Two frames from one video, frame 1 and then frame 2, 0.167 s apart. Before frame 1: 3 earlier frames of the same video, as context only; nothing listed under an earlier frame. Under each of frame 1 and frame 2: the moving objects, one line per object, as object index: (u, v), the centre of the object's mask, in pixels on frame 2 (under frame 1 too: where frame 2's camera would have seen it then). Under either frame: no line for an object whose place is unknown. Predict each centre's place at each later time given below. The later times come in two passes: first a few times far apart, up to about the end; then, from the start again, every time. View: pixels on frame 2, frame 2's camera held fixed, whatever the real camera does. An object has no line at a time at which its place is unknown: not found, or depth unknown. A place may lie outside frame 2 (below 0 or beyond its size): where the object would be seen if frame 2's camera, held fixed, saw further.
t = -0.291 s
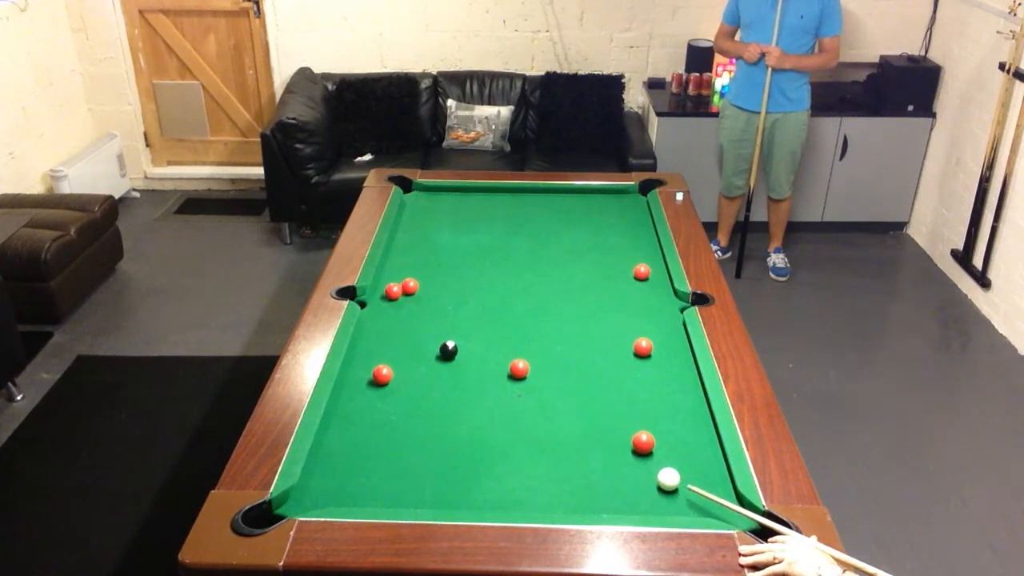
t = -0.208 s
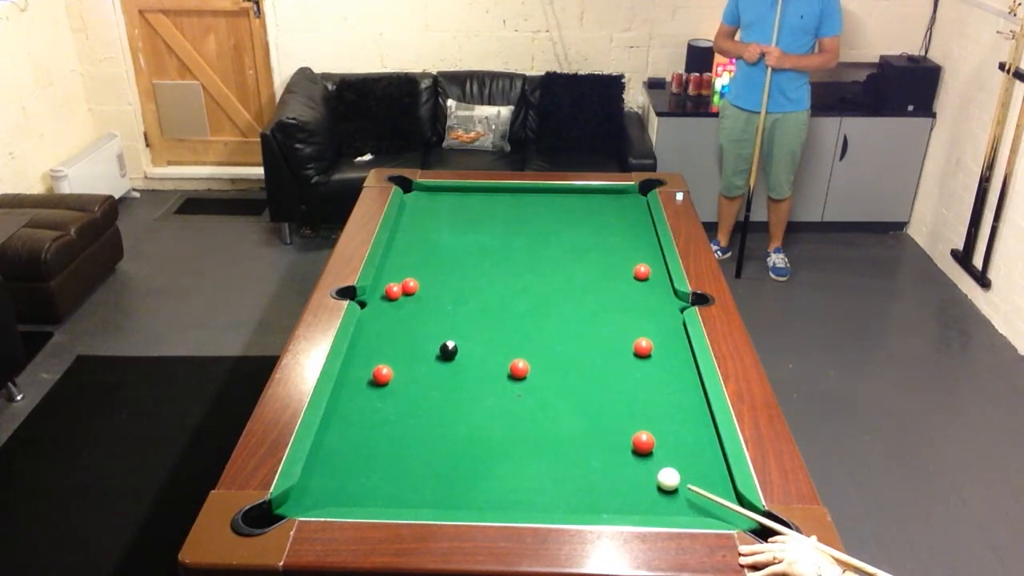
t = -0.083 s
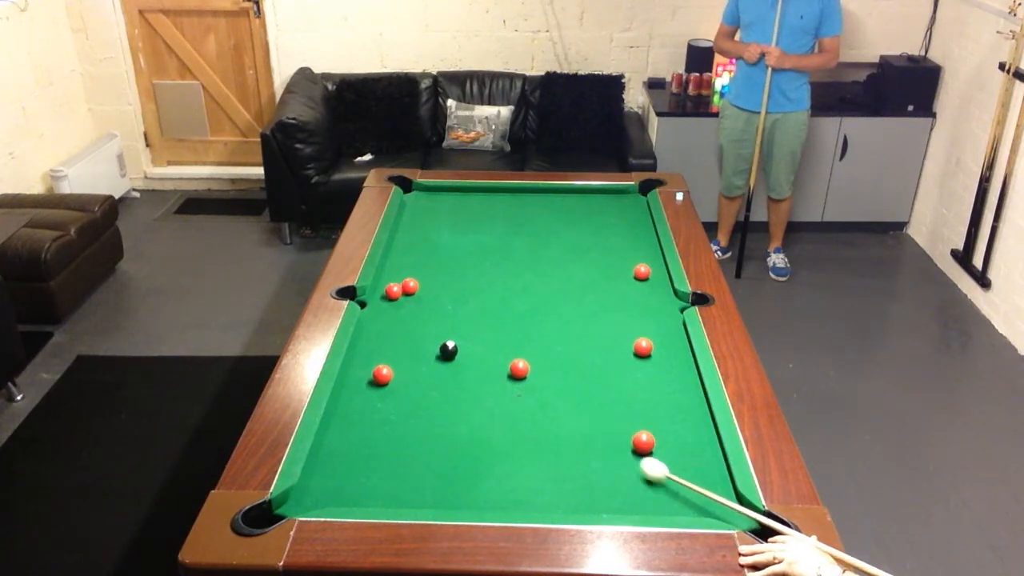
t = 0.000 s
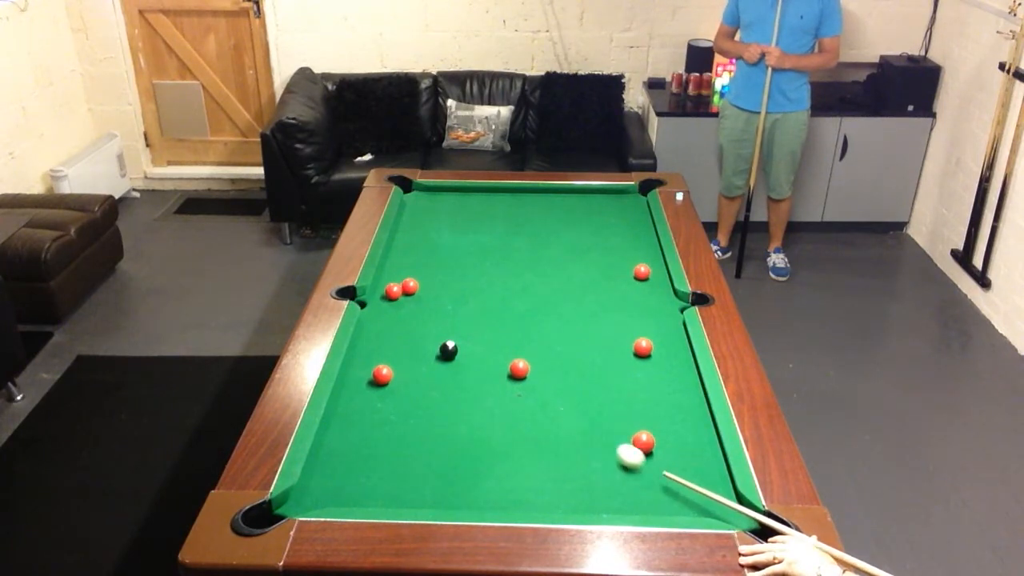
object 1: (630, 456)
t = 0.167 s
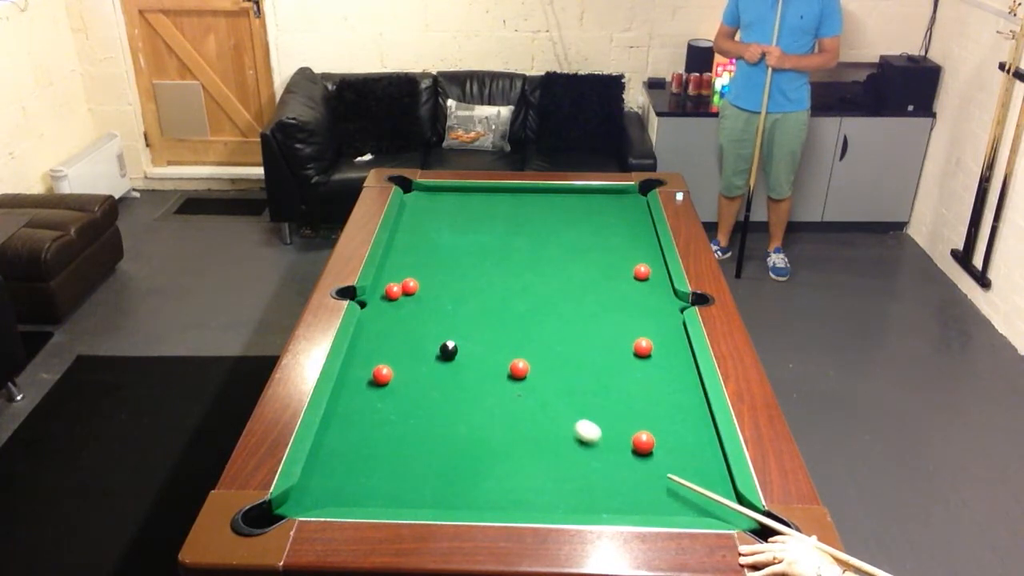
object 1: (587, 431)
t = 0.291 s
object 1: (558, 414)
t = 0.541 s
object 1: (506, 384)
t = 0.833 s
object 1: (460, 358)
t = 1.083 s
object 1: (454, 354)
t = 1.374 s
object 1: (449, 351)
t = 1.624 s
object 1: (446, 349)
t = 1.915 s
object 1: (444, 348)
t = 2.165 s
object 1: (444, 348)
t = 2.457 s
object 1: (445, 347)
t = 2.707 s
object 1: (445, 347)
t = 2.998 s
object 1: (445, 347)
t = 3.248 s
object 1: (445, 347)
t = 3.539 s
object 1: (444, 347)
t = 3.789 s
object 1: (444, 347)
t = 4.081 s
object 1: (445, 347)
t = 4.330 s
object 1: (445, 347)
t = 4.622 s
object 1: (445, 347)
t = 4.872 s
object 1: (445, 347)
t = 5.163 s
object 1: (445, 347)
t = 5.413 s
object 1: (445, 347)
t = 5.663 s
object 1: (445, 347)
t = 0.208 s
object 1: (577, 425)
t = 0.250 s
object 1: (568, 420)
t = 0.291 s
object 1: (558, 414)
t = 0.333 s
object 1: (549, 409)
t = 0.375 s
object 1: (540, 404)
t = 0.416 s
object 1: (531, 398)
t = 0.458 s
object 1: (523, 394)
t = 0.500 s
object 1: (514, 389)
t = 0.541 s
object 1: (506, 384)
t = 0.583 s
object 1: (498, 379)
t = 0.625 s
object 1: (490, 374)
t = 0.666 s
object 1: (482, 370)
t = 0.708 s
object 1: (475, 366)
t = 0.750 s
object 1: (468, 362)
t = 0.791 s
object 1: (462, 358)
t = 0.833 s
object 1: (460, 358)
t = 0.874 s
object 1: (459, 357)
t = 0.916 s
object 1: (458, 356)
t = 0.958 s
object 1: (457, 356)
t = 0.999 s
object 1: (456, 355)
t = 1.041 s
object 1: (455, 354)
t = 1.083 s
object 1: (454, 354)
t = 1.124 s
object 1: (454, 353)
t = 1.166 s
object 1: (453, 353)
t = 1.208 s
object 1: (452, 352)
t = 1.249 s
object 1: (451, 352)
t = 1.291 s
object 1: (450, 351)
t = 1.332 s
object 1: (450, 351)
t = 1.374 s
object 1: (449, 351)
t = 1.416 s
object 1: (448, 350)
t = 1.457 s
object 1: (448, 350)
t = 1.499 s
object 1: (447, 350)
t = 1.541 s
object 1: (447, 349)
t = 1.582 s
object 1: (447, 349)
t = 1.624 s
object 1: (446, 349)
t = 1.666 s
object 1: (446, 349)
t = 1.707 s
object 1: (445, 348)
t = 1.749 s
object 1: (445, 348)
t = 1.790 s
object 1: (445, 348)
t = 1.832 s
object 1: (445, 348)
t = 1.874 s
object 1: (444, 348)
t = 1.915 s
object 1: (444, 348)
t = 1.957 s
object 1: (444, 348)
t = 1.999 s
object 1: (444, 348)
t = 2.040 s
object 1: (444, 348)
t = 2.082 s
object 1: (444, 348)
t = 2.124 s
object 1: (444, 348)
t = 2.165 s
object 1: (444, 348)
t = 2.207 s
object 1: (444, 348)
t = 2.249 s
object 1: (445, 347)
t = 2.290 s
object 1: (445, 347)
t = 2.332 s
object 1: (445, 347)
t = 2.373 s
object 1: (445, 347)
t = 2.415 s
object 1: (445, 347)
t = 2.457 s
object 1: (445, 347)
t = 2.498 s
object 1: (445, 348)
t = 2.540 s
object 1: (445, 348)
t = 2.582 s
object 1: (445, 348)
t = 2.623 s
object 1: (445, 348)
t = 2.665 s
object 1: (445, 348)
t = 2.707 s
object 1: (445, 347)
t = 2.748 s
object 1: (445, 347)
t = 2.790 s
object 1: (445, 347)
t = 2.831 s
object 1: (445, 347)
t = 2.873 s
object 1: (445, 347)
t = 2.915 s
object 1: (445, 347)
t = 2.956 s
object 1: (445, 347)
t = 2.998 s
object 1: (445, 347)
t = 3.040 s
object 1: (445, 348)
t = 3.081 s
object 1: (445, 348)
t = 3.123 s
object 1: (445, 348)
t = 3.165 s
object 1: (445, 347)
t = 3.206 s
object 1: (445, 347)
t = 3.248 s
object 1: (445, 347)
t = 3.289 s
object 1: (445, 347)
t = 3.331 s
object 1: (445, 347)
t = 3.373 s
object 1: (445, 347)
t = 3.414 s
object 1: (445, 347)
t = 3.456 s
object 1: (445, 347)
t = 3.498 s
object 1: (444, 347)
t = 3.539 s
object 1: (444, 347)
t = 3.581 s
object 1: (444, 347)
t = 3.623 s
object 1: (445, 347)
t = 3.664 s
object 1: (444, 347)
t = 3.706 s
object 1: (444, 347)
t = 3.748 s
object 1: (444, 347)
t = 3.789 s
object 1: (444, 347)
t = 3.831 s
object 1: (445, 347)
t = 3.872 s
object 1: (445, 347)
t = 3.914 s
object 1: (445, 347)
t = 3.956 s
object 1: (445, 347)
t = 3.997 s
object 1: (445, 347)
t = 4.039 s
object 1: (445, 347)
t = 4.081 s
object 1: (445, 347)
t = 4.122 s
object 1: (445, 347)
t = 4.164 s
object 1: (445, 347)
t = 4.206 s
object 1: (445, 347)
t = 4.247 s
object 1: (445, 347)
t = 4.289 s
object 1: (445, 347)
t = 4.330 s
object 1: (445, 347)
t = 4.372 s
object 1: (445, 347)
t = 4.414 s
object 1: (445, 347)
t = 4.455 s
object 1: (445, 347)
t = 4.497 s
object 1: (445, 347)
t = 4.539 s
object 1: (445, 347)
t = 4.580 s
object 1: (445, 347)
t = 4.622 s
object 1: (445, 347)
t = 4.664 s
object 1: (445, 347)
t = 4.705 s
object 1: (445, 347)
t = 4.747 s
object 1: (445, 347)
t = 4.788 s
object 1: (445, 347)
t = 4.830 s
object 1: (445, 347)
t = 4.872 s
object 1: (445, 347)
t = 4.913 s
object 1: (445, 347)
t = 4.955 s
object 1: (445, 348)
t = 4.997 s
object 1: (445, 347)
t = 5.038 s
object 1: (445, 347)
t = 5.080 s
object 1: (445, 347)
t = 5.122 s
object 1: (445, 347)
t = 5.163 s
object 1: (445, 347)
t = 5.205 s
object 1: (445, 347)
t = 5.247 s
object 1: (445, 348)
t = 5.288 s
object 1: (445, 347)
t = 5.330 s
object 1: (445, 347)
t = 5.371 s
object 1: (445, 347)
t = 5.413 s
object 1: (445, 347)
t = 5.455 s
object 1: (445, 347)
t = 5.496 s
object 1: (445, 347)
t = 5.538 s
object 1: (445, 347)
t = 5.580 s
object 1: (445, 348)
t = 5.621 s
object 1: (445, 347)
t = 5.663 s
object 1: (445, 347)
